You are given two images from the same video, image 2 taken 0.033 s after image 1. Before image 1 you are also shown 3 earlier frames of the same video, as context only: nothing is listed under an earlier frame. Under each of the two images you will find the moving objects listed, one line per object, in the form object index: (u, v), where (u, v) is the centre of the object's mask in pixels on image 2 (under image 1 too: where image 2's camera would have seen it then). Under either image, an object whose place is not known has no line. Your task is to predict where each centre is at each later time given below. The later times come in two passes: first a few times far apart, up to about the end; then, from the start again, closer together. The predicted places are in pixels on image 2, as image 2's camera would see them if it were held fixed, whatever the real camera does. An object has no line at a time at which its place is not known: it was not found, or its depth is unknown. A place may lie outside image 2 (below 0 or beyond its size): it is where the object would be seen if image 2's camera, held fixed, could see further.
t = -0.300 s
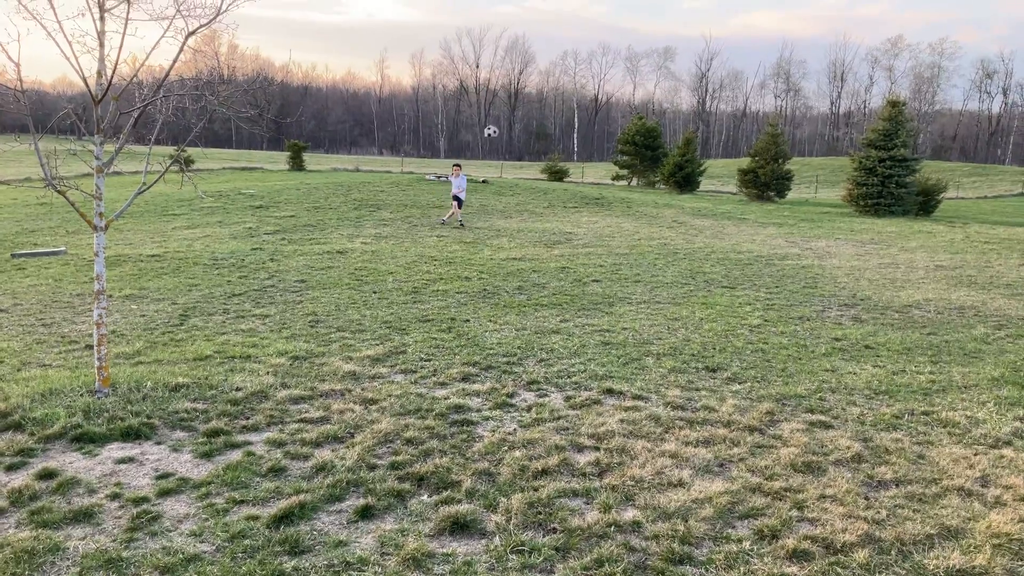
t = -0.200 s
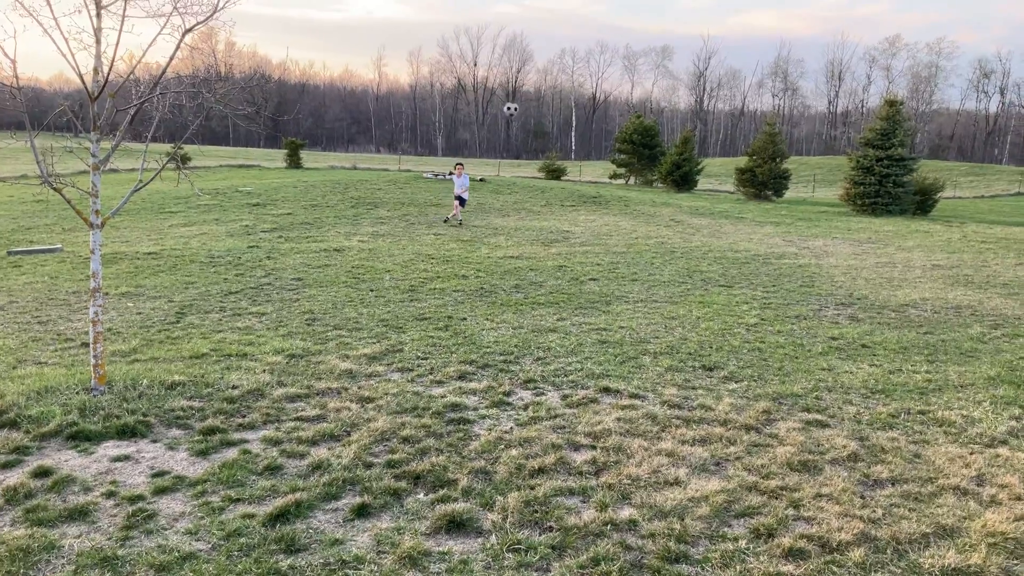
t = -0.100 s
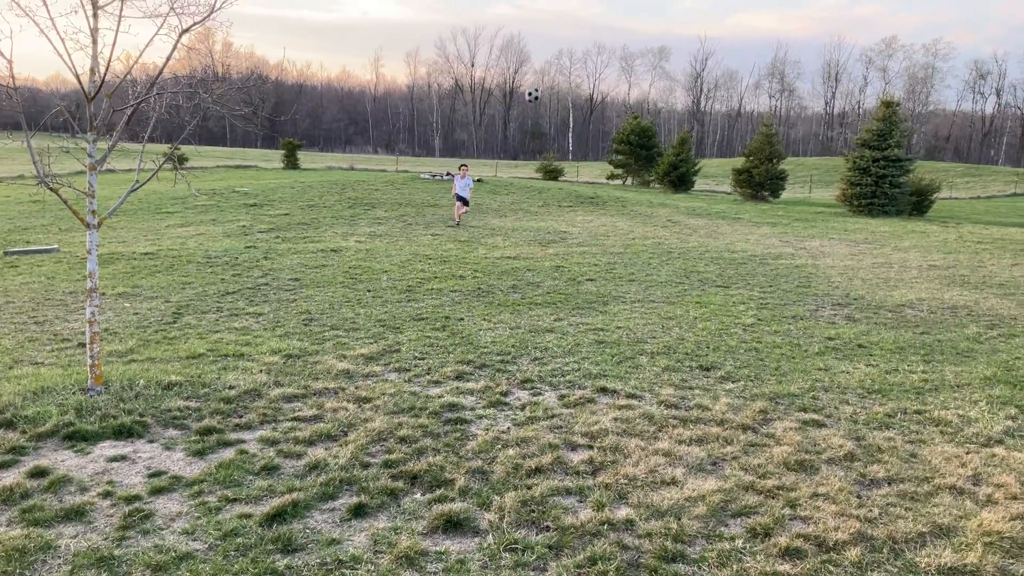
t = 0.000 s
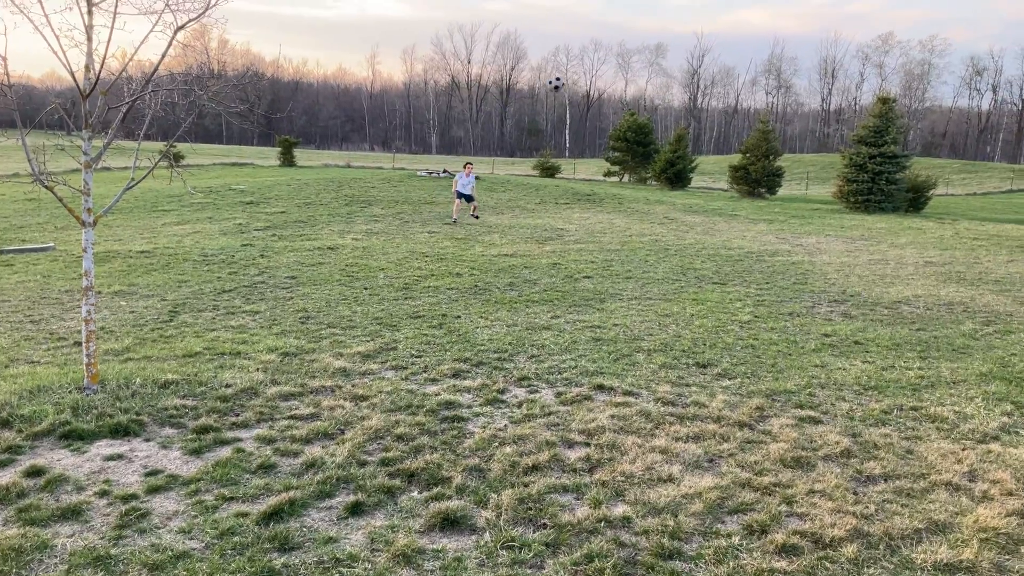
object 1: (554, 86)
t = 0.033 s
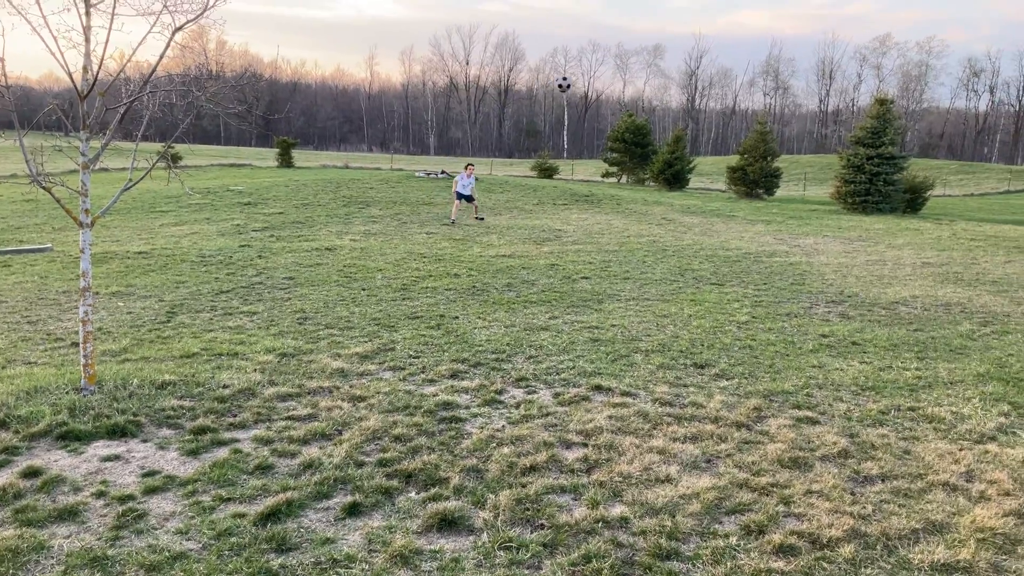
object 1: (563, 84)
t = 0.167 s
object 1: (601, 88)
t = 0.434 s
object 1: (691, 163)
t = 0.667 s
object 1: (789, 325)
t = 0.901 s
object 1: (853, 302)
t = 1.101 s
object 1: (908, 337)
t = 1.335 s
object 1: (968, 358)
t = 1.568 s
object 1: (1023, 373)
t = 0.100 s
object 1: (581, 84)
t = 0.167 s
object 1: (601, 88)
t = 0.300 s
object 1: (644, 112)
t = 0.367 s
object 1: (667, 134)
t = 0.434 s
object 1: (691, 163)
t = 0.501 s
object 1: (717, 197)
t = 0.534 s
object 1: (731, 219)
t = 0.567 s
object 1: (744, 242)
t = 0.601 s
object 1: (759, 269)
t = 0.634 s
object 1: (774, 296)
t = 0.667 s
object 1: (789, 325)
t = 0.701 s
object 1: (798, 324)
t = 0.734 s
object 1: (808, 318)
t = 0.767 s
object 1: (817, 312)
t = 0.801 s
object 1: (826, 308)
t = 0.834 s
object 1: (834, 305)
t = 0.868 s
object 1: (843, 304)
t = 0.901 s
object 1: (853, 302)
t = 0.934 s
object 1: (862, 305)
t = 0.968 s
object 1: (871, 307)
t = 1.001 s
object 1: (880, 313)
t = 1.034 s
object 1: (890, 319)
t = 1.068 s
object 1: (899, 328)
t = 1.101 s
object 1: (908, 337)
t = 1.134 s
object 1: (917, 349)
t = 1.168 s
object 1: (926, 357)
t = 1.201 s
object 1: (935, 356)
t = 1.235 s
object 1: (943, 355)
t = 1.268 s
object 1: (952, 355)
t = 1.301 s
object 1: (960, 355)
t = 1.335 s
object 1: (968, 358)
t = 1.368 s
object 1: (976, 363)
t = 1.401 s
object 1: (985, 368)
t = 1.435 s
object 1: (993, 370)
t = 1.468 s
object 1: (1001, 370)
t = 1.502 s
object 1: (1008, 371)
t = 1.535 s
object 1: (1016, 372)
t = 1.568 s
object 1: (1023, 373)
